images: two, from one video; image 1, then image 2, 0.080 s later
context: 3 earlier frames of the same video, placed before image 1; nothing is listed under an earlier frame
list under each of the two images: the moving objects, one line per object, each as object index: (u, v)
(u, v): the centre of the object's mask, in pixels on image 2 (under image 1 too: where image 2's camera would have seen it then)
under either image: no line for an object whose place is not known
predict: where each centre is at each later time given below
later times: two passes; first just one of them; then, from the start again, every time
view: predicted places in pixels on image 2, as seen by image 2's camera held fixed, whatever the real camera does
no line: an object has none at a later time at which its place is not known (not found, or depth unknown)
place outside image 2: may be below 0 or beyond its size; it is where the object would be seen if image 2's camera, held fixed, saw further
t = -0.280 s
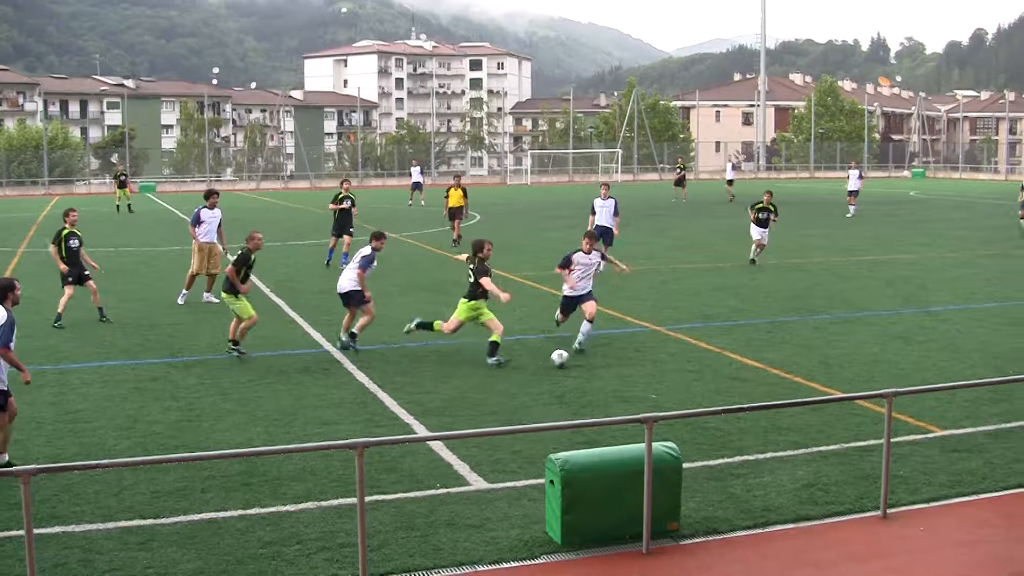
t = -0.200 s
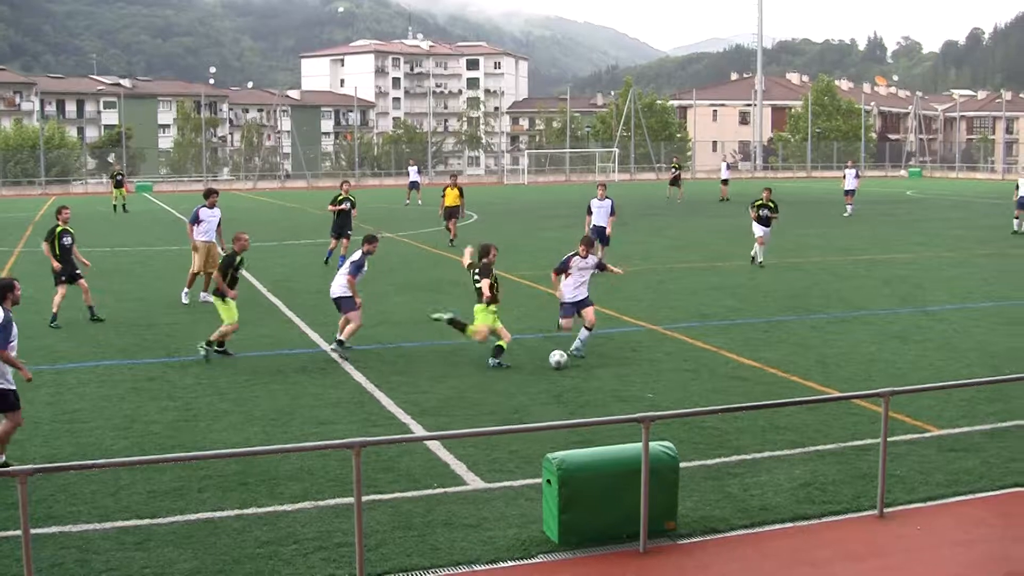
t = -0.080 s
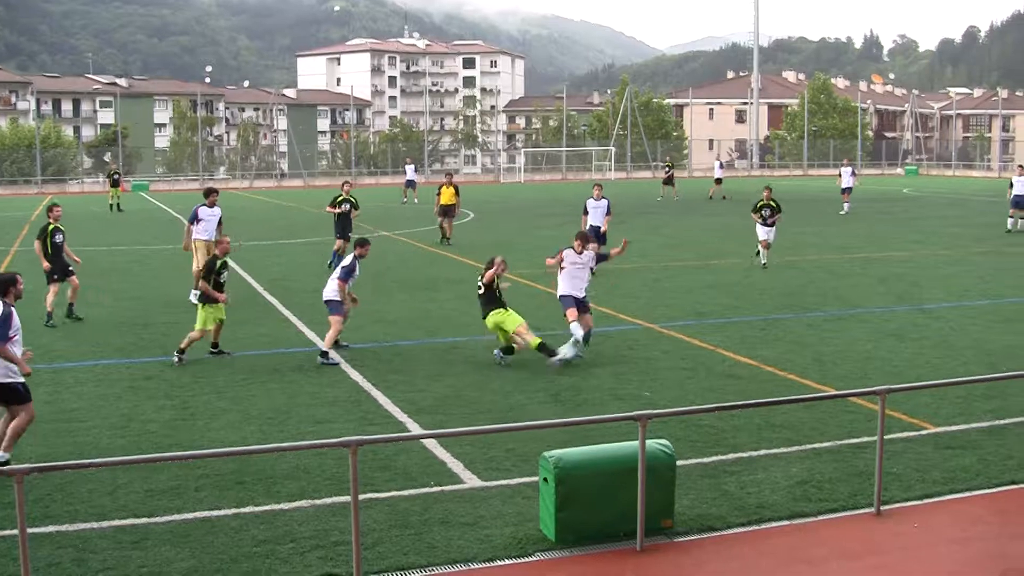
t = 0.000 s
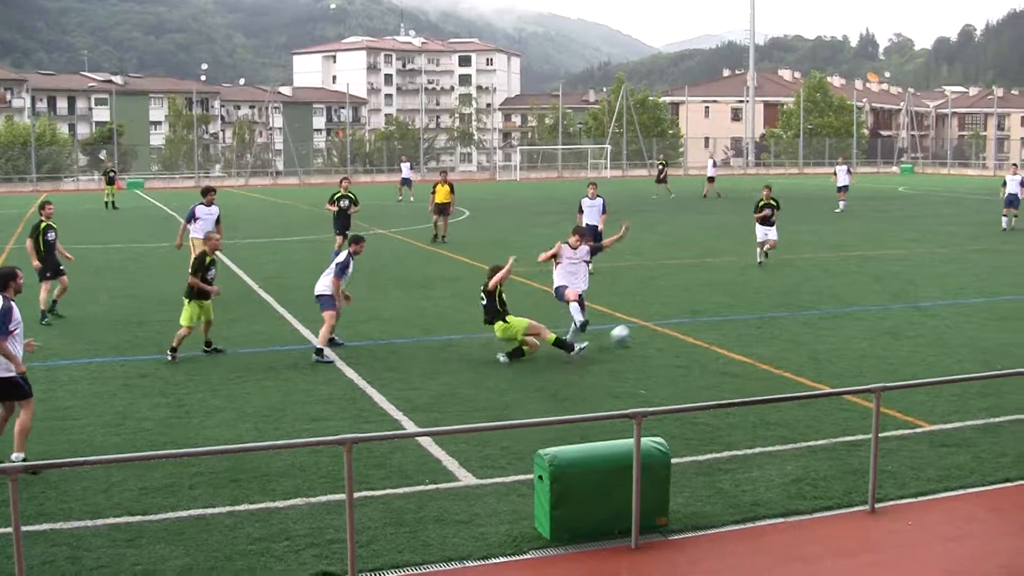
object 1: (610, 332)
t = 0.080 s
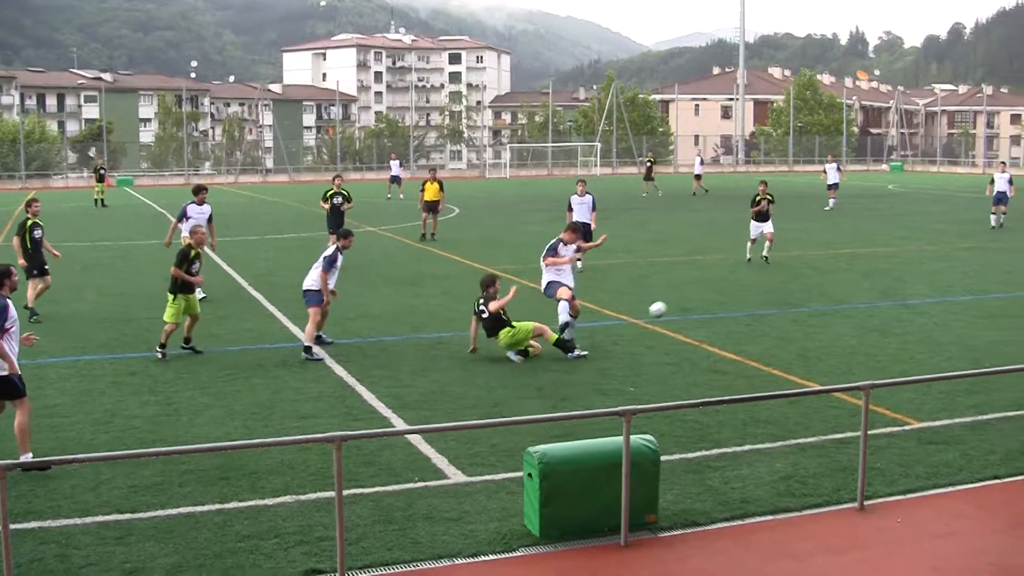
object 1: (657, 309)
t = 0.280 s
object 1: (749, 279)
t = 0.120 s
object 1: (678, 300)
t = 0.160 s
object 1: (698, 293)
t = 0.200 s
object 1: (716, 287)
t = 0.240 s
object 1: (733, 283)
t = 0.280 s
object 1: (749, 279)
